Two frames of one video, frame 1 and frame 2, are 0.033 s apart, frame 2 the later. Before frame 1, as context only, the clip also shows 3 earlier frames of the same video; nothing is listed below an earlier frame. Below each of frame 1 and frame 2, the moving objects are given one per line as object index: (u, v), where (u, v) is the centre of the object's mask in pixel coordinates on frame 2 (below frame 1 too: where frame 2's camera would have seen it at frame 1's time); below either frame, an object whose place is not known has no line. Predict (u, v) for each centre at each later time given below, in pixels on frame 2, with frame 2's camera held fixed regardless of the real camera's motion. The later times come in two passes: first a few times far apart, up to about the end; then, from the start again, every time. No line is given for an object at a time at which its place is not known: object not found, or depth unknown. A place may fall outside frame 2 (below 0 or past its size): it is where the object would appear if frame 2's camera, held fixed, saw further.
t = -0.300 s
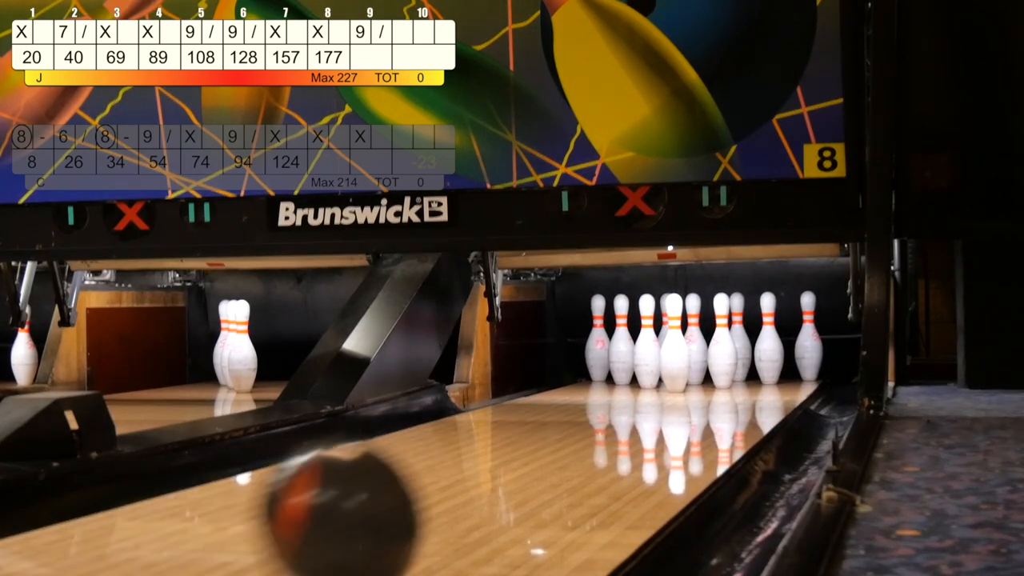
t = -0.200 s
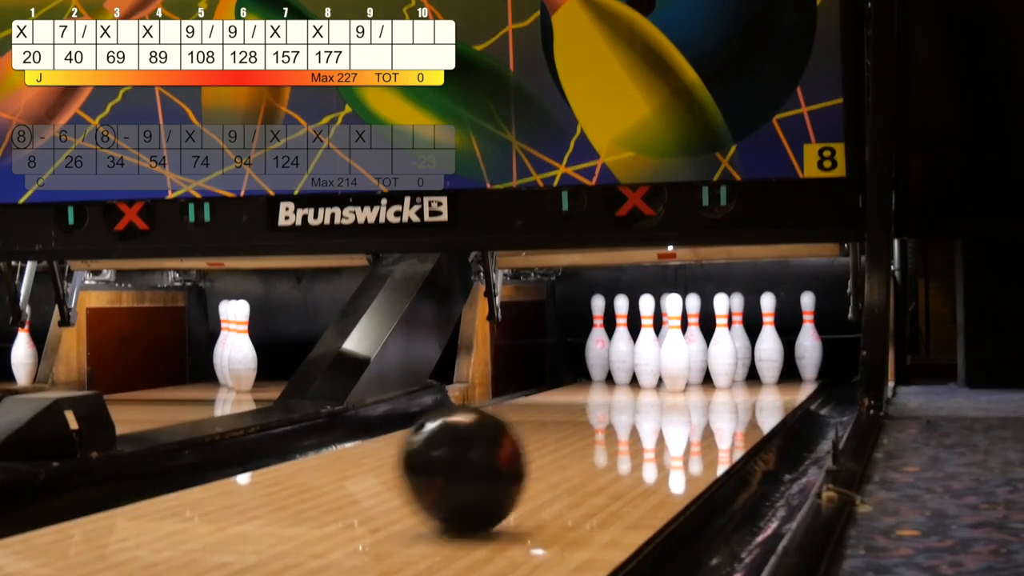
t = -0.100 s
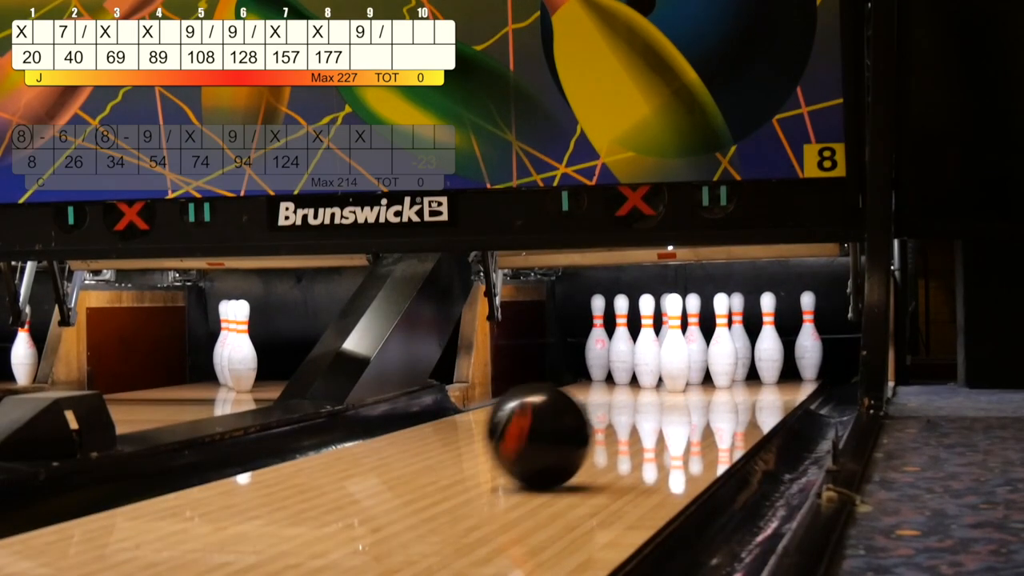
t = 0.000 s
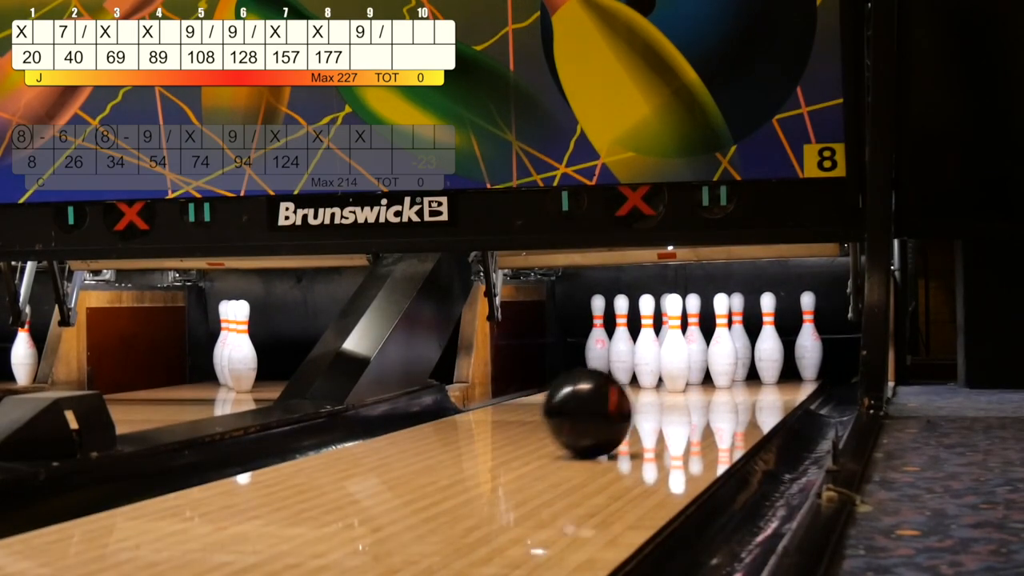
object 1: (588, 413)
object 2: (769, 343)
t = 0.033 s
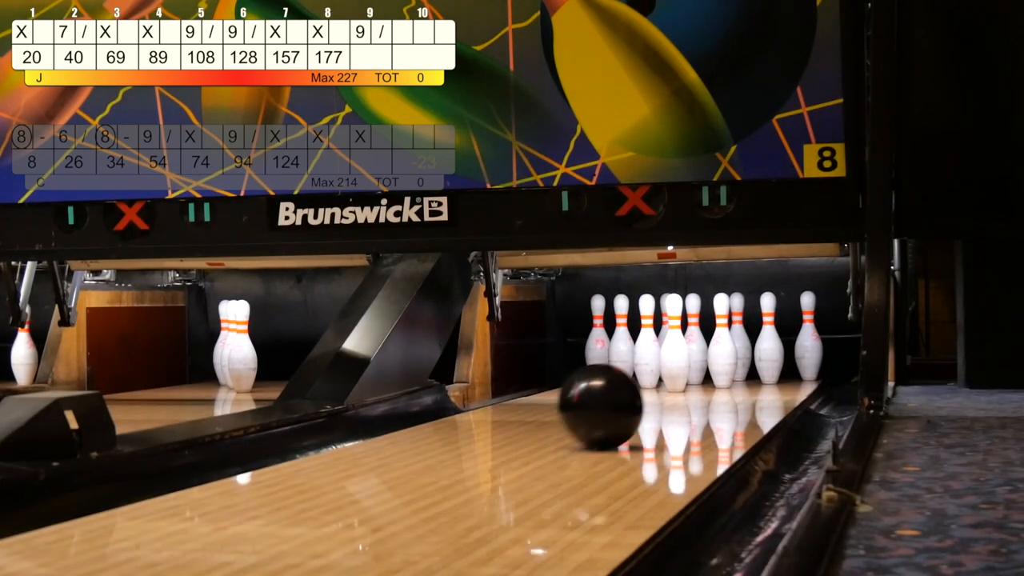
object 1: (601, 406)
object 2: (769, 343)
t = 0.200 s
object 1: (647, 383)
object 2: (769, 343)
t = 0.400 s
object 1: (678, 366)
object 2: (769, 343)
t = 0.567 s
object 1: (681, 359)
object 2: (791, 318)
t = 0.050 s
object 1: (606, 404)
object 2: (769, 343)
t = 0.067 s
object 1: (612, 401)
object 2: (769, 343)
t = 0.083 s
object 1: (617, 398)
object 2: (769, 343)
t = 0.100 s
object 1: (622, 396)
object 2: (769, 343)
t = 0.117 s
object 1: (627, 393)
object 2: (769, 343)
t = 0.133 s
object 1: (631, 391)
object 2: (768, 343)
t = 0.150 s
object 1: (636, 389)
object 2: (769, 343)
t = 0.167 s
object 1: (640, 386)
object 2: (769, 343)
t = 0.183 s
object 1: (643, 384)
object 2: (769, 343)
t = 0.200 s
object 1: (647, 383)
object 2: (769, 343)
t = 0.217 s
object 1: (650, 381)
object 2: (769, 343)
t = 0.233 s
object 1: (653, 379)
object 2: (769, 343)
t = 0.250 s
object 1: (656, 377)
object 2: (769, 343)
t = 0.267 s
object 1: (659, 376)
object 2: (769, 343)
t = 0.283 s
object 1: (662, 374)
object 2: (769, 343)
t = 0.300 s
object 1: (665, 373)
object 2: (769, 343)
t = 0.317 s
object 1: (667, 371)
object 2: (769, 343)
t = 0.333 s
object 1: (669, 370)
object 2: (769, 343)
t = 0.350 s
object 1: (672, 369)
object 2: (769, 343)
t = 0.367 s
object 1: (674, 368)
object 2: (769, 343)
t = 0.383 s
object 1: (676, 367)
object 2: (769, 343)
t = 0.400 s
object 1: (678, 366)
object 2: (769, 343)
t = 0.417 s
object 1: (681, 365)
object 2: (769, 343)
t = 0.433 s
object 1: (682, 364)
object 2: (769, 343)
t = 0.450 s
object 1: (685, 363)
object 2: (769, 343)
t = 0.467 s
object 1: (687, 362)
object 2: (769, 343)
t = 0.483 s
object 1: (687, 362)
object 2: (769, 343)
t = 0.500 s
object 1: (686, 362)
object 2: (769, 342)
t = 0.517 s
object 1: (685, 361)
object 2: (772, 333)
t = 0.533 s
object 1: (683, 360)
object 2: (778, 319)
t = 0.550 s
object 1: (682, 360)
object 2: (785, 316)
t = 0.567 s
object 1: (681, 359)
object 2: (791, 318)
